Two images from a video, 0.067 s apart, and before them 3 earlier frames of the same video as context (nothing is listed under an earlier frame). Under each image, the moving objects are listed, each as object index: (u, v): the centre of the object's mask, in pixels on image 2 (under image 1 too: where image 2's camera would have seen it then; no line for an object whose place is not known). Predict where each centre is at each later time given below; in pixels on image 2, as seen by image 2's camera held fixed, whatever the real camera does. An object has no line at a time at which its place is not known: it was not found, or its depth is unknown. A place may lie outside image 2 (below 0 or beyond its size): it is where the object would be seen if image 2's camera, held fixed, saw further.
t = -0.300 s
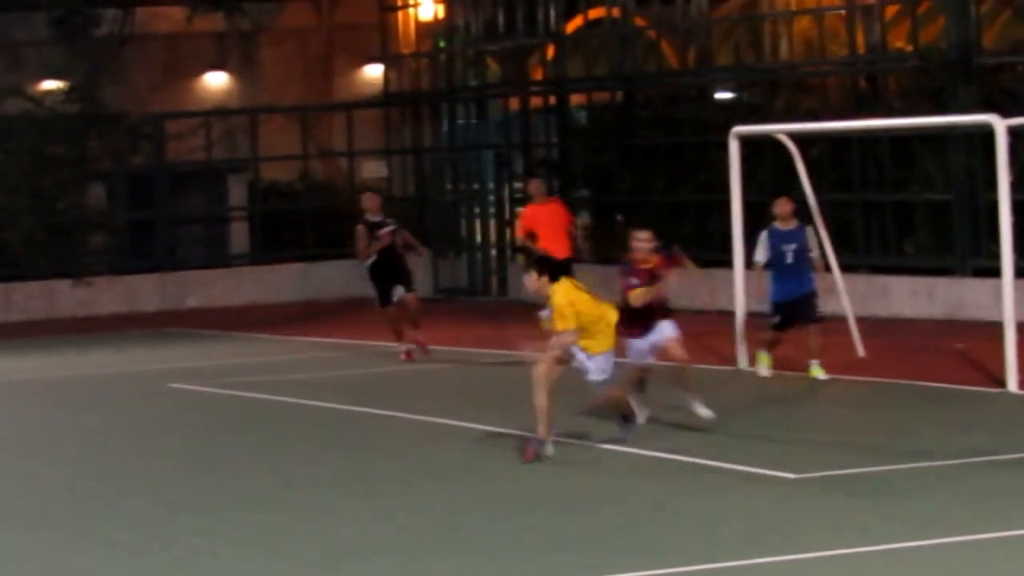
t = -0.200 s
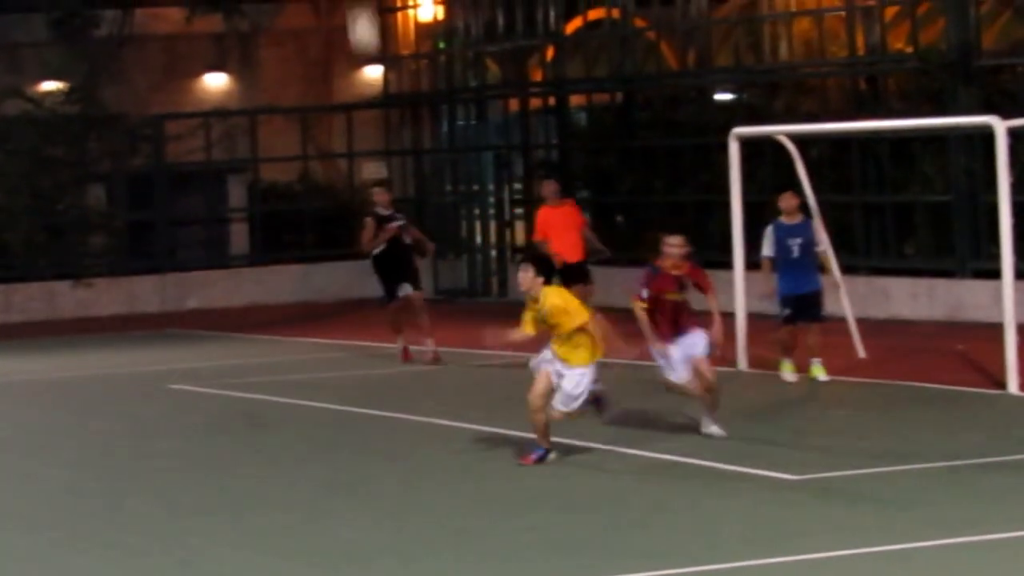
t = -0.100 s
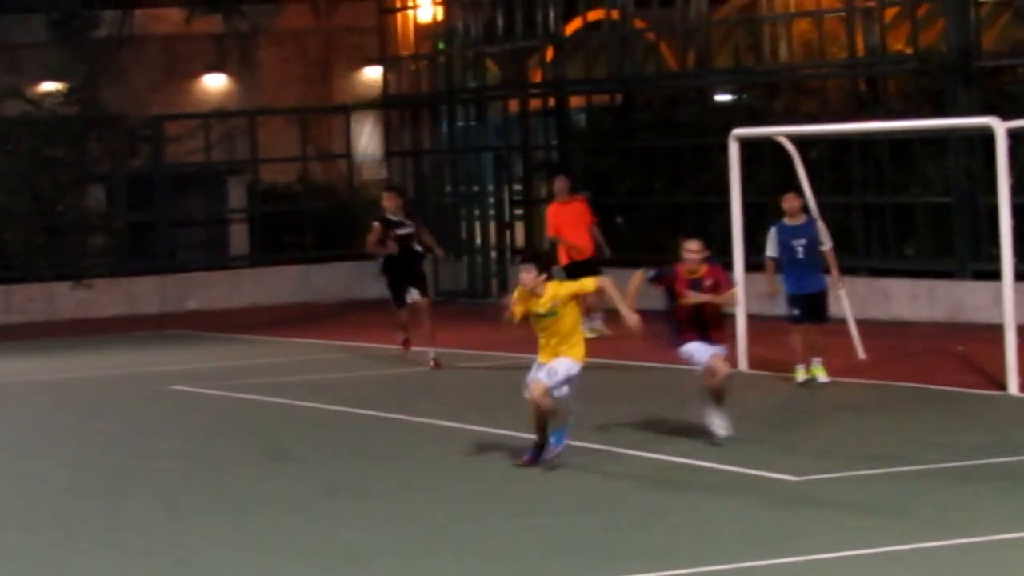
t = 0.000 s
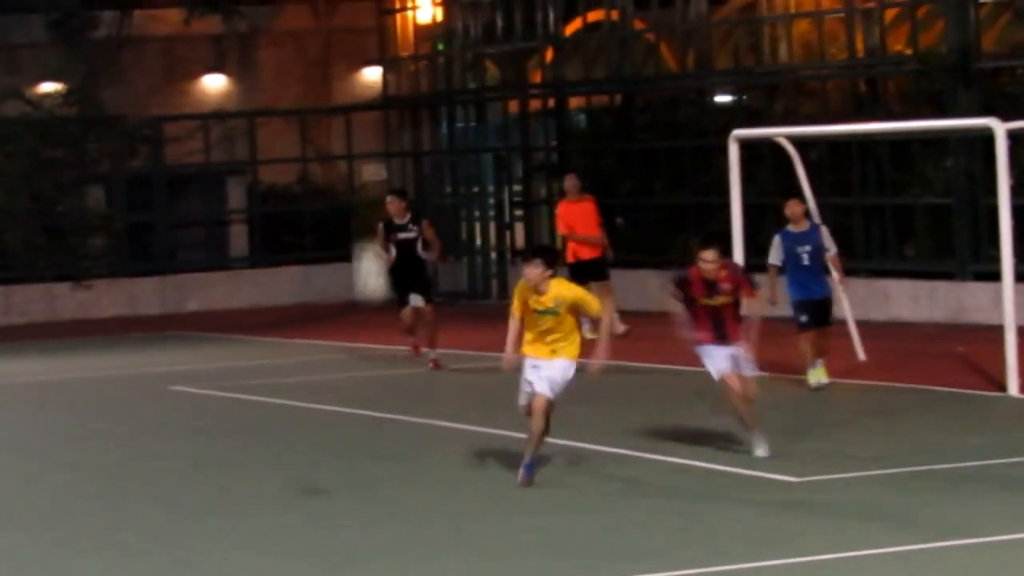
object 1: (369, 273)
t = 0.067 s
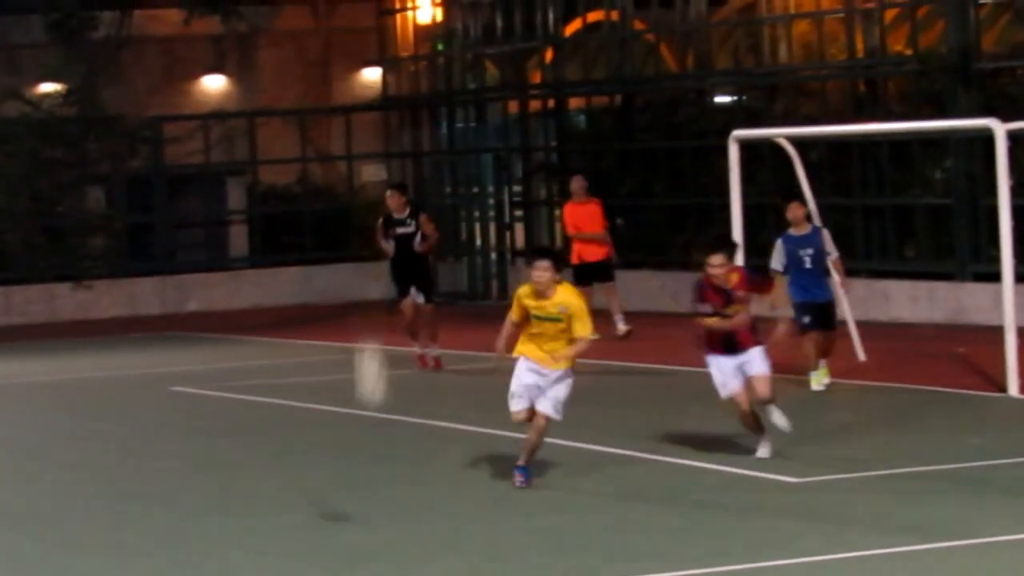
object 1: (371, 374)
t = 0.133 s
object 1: (369, 490)
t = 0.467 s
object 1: (313, 237)
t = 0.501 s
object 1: (307, 215)
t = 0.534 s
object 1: (300, 192)
